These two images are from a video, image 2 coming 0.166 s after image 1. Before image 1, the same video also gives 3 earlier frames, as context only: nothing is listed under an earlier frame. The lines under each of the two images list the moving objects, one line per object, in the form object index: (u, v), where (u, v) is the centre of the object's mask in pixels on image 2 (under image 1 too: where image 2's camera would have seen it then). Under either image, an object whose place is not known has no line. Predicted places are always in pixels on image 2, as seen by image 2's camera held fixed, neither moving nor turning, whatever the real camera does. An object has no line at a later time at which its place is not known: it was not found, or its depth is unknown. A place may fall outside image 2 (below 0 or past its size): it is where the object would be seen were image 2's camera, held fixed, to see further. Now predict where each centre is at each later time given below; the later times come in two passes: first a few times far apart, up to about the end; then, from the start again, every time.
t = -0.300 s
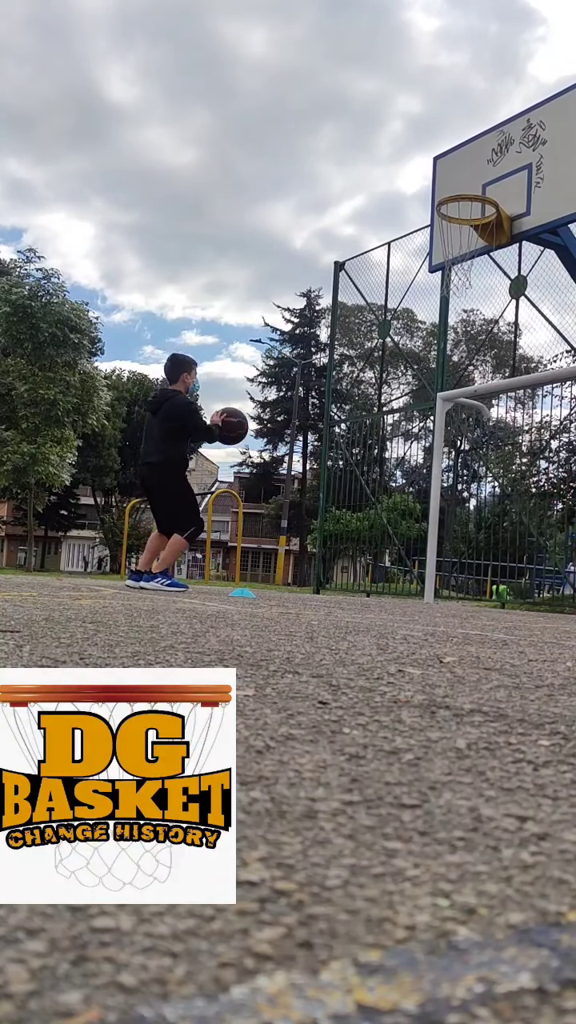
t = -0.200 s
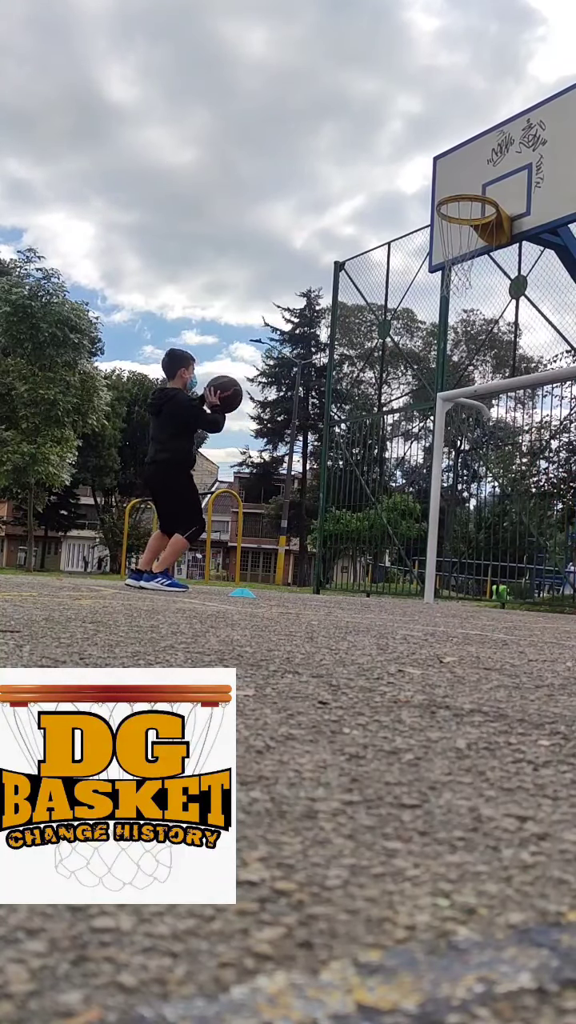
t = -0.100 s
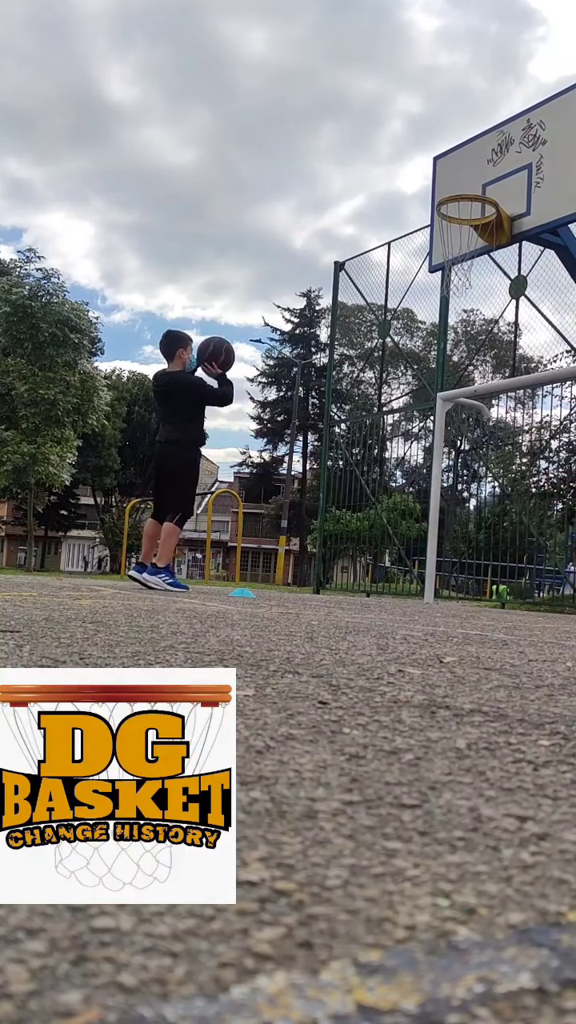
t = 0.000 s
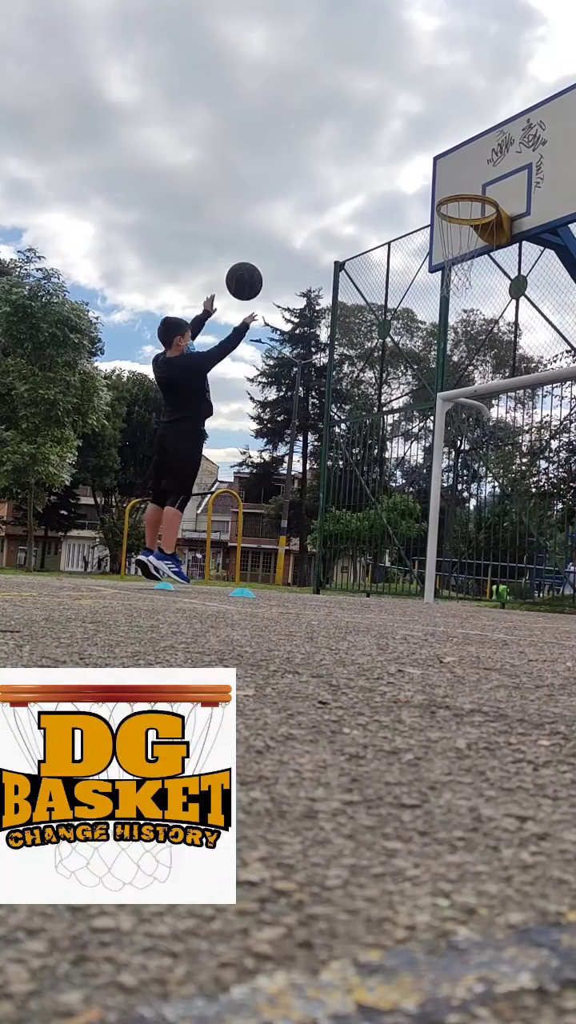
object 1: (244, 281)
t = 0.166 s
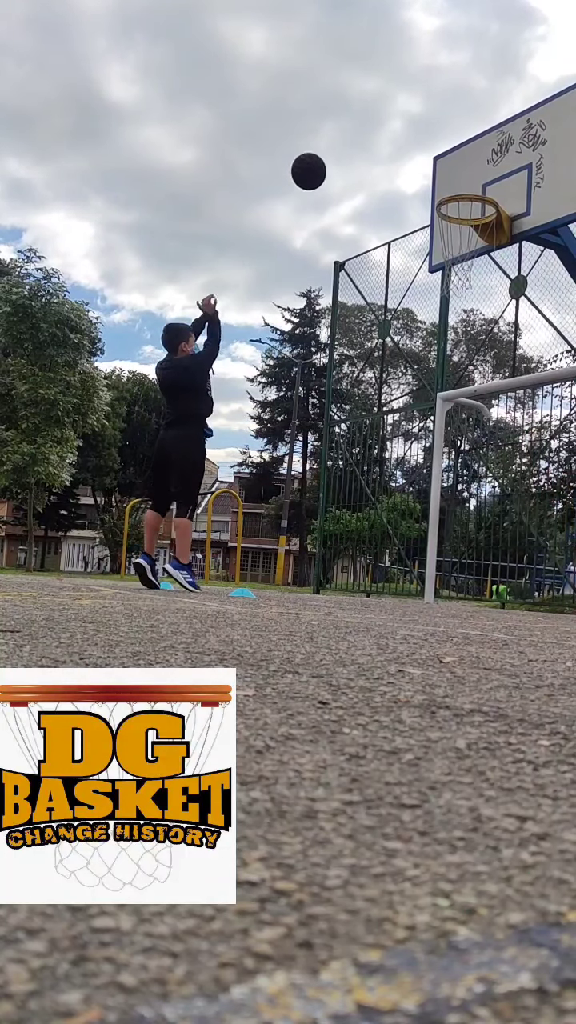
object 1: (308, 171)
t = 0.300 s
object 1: (354, 118)
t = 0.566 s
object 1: (431, 86)
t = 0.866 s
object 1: (504, 152)
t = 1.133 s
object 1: (448, 159)
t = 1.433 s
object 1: (343, 168)
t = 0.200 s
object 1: (320, 155)
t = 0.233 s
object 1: (332, 141)
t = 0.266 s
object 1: (343, 129)
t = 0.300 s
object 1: (354, 118)
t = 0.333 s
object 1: (364, 109)
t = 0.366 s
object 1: (375, 101)
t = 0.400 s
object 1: (385, 95)
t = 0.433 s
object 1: (395, 90)
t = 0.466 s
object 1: (404, 87)
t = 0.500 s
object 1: (413, 86)
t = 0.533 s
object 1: (423, 85)
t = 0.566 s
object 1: (431, 86)
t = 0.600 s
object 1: (440, 88)
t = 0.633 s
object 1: (449, 92)
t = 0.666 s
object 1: (457, 97)
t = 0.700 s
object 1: (465, 103)
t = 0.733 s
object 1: (473, 110)
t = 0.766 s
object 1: (481, 119)
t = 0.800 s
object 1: (489, 129)
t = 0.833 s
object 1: (497, 140)
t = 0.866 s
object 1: (504, 152)
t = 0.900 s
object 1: (511, 165)
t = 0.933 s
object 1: (505, 172)
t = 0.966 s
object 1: (498, 180)
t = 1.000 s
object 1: (493, 187)
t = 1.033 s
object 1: (482, 180)
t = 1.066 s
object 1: (471, 172)
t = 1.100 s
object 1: (460, 165)
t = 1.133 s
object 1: (448, 159)
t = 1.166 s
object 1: (437, 154)
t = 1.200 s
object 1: (426, 151)
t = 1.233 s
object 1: (414, 149)
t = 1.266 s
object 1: (403, 149)
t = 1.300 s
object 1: (391, 150)
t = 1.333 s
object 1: (379, 152)
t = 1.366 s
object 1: (367, 156)
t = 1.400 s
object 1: (355, 161)
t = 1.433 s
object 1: (343, 168)
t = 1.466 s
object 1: (331, 176)
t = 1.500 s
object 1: (318, 186)
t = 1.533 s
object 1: (306, 197)
